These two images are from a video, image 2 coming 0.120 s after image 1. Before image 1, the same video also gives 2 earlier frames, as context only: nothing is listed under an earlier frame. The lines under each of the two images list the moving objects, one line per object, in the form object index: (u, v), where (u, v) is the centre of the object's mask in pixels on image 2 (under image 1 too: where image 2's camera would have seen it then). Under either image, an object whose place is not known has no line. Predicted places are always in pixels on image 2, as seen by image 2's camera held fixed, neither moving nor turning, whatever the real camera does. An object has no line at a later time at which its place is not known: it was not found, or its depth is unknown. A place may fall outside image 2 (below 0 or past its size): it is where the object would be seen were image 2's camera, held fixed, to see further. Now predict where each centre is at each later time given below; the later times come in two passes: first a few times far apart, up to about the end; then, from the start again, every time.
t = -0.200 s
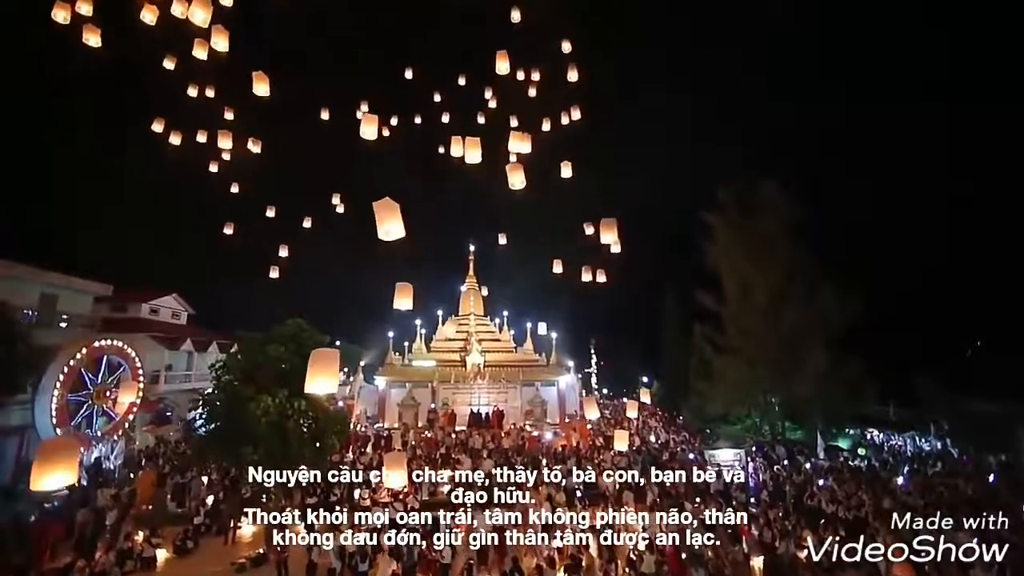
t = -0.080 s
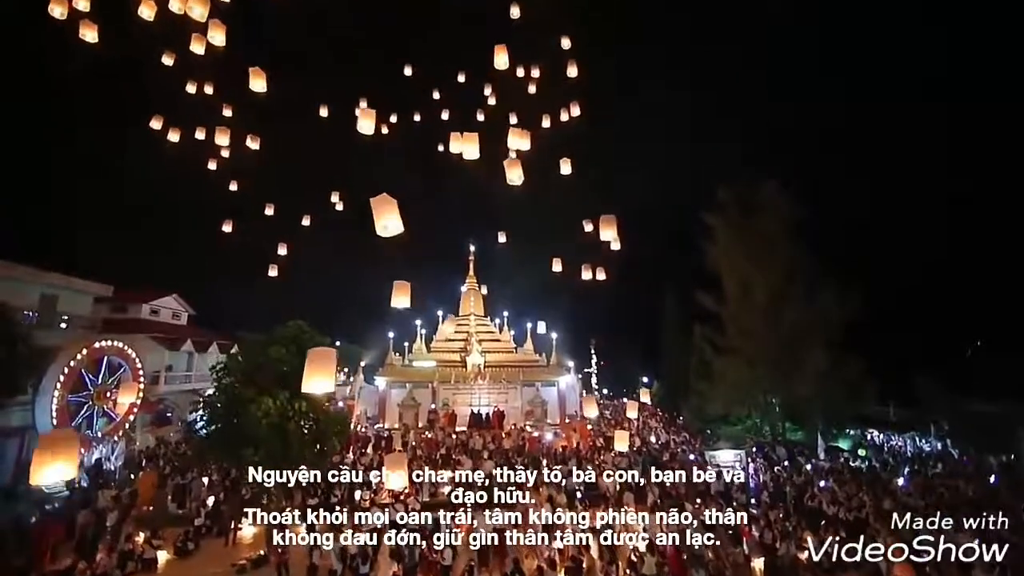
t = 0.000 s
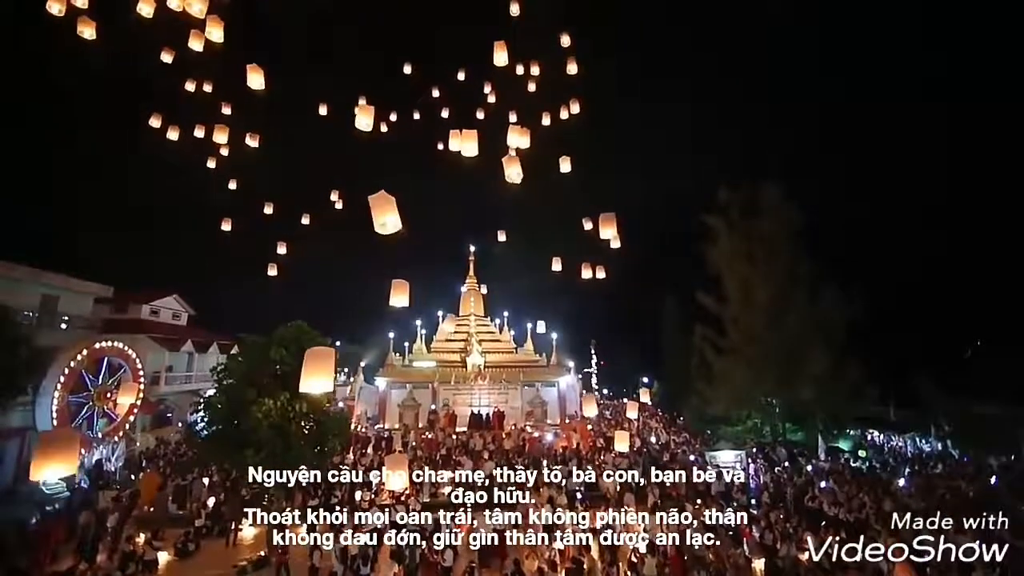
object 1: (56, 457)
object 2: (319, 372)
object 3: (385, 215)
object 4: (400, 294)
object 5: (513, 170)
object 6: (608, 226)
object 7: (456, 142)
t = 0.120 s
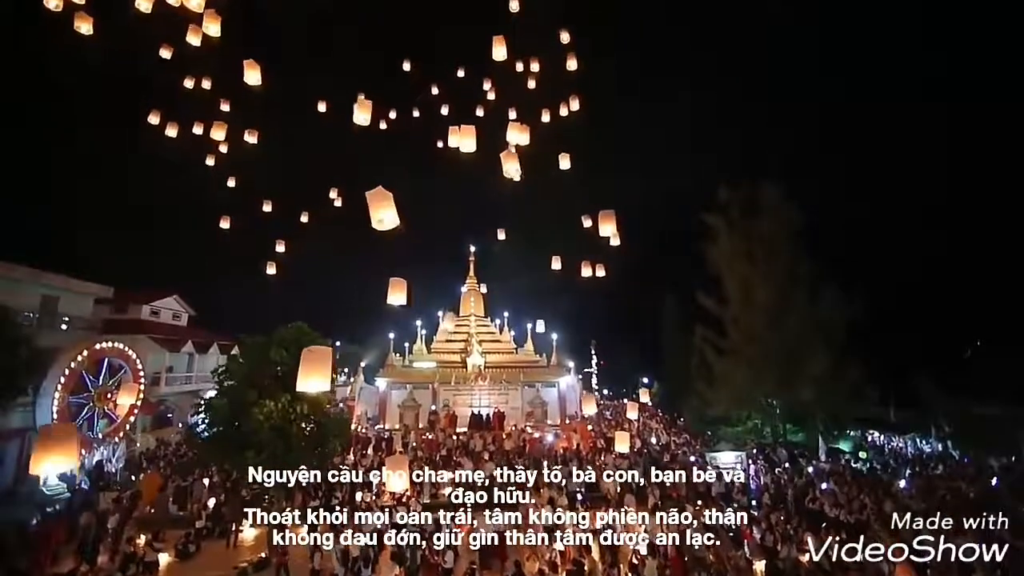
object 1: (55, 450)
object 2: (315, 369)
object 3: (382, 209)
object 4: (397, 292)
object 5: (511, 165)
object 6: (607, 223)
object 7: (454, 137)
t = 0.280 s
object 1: (54, 443)
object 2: (310, 366)
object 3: (377, 201)
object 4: (393, 287)
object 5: (507, 156)
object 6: (605, 217)
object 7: (452, 130)
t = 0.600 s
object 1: (54, 417)
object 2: (299, 358)
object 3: (366, 185)
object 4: (384, 278)
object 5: (501, 139)
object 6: (603, 206)
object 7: (447, 117)
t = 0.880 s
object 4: (376, 271)
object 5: (494, 126)
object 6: (600, 196)
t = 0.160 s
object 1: (54, 450)
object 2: (314, 369)
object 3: (381, 207)
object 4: (396, 291)
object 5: (509, 162)
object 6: (607, 221)
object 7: (454, 135)
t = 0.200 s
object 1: (54, 449)
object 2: (312, 368)
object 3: (380, 205)
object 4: (395, 289)
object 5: (509, 160)
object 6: (606, 220)
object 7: (453, 133)
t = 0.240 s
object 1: (54, 446)
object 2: (311, 367)
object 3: (379, 203)
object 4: (394, 288)
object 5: (508, 158)
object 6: (606, 219)
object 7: (452, 132)
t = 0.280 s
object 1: (54, 443)
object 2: (310, 366)
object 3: (377, 201)
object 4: (393, 287)
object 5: (507, 156)
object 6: (605, 217)
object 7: (452, 130)
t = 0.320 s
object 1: (54, 437)
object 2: (308, 365)
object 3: (376, 199)
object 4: (392, 286)
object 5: (506, 154)
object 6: (605, 216)
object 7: (451, 128)
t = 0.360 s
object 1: (54, 434)
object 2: (307, 364)
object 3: (374, 197)
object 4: (391, 285)
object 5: (505, 152)
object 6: (605, 214)
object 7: (450, 127)
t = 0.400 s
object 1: (54, 432)
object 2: (306, 363)
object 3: (373, 195)
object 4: (390, 284)
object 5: (504, 150)
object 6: (604, 213)
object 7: (451, 125)
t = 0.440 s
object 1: (54, 429)
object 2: (304, 362)
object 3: (372, 193)
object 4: (388, 283)
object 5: (503, 148)
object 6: (604, 212)
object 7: (449, 123)
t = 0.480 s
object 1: (54, 426)
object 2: (303, 361)
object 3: (370, 191)
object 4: (387, 282)
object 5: (503, 146)
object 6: (604, 210)
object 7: (449, 122)
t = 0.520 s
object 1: (54, 424)
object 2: (302, 361)
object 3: (369, 189)
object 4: (386, 281)
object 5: (502, 144)
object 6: (603, 209)
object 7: (448, 120)
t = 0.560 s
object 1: (54, 421)
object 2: (301, 360)
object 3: (368, 187)
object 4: (385, 279)
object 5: (501, 142)
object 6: (603, 208)
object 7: (448, 119)
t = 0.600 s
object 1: (54, 417)
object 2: (299, 358)
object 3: (366, 185)
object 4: (384, 278)
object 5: (501, 139)
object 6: (603, 206)
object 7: (447, 117)
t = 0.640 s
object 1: (54, 415)
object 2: (298, 358)
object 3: (365, 183)
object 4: (383, 277)
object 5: (500, 137)
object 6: (602, 205)
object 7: (446, 115)
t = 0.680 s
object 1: (54, 414)
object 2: (297, 357)
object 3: (363, 181)
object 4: (382, 276)
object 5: (499, 136)
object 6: (602, 203)
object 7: (445, 114)
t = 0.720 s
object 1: (55, 411)
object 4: (381, 275)
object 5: (498, 134)
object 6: (602, 202)
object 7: (446, 111)
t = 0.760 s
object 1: (55, 408)
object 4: (379, 274)
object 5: (497, 132)
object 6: (601, 200)
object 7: (444, 110)
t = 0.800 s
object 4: (378, 273)
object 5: (496, 130)
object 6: (601, 199)
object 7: (444, 108)
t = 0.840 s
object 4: (377, 272)
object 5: (495, 128)
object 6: (600, 198)
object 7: (444, 107)
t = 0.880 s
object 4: (376, 271)
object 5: (494, 126)
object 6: (600, 196)
